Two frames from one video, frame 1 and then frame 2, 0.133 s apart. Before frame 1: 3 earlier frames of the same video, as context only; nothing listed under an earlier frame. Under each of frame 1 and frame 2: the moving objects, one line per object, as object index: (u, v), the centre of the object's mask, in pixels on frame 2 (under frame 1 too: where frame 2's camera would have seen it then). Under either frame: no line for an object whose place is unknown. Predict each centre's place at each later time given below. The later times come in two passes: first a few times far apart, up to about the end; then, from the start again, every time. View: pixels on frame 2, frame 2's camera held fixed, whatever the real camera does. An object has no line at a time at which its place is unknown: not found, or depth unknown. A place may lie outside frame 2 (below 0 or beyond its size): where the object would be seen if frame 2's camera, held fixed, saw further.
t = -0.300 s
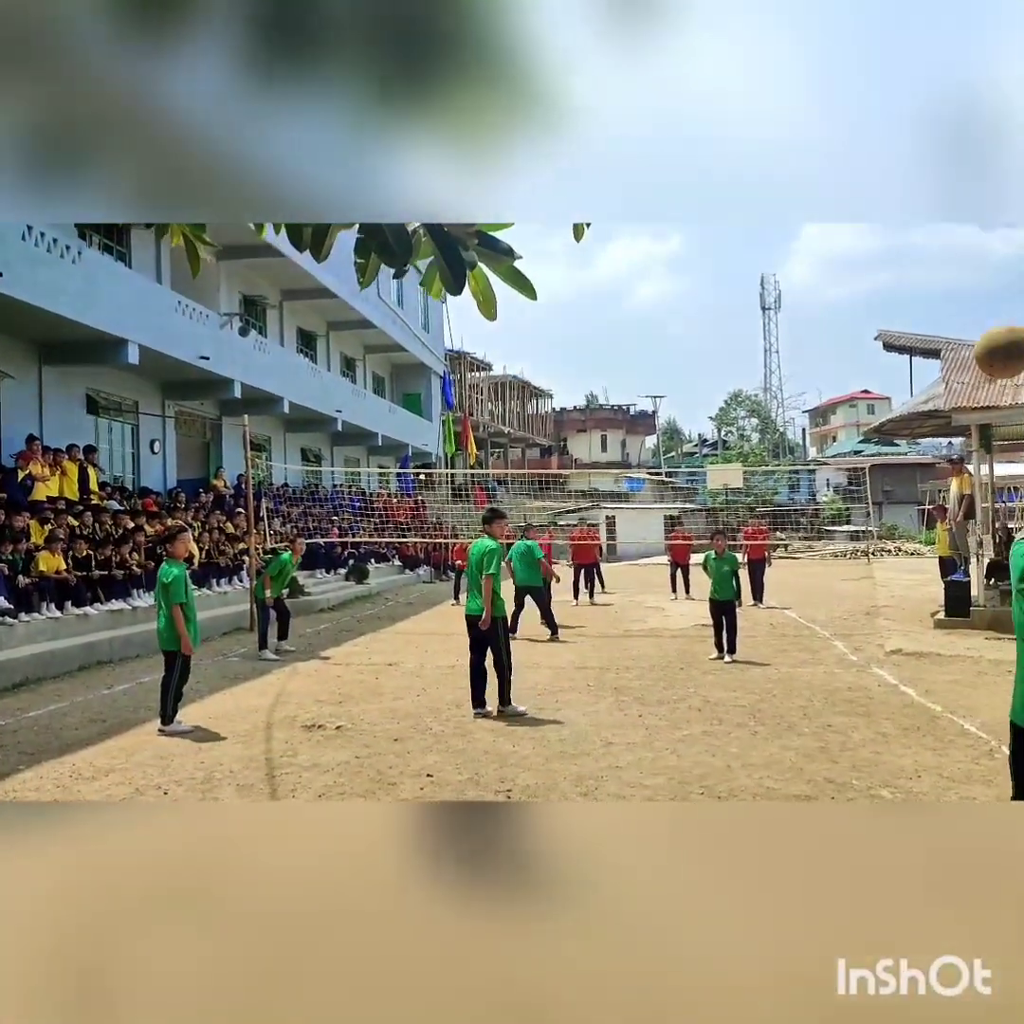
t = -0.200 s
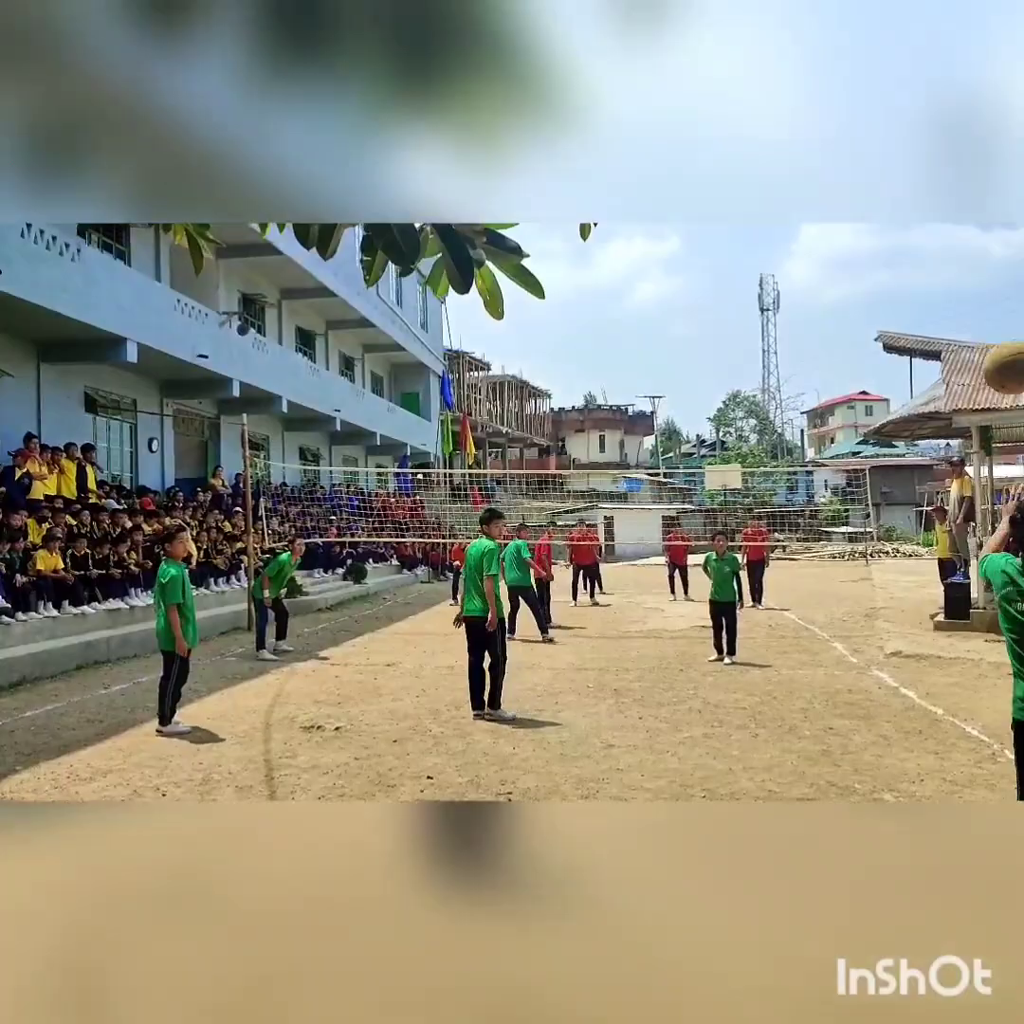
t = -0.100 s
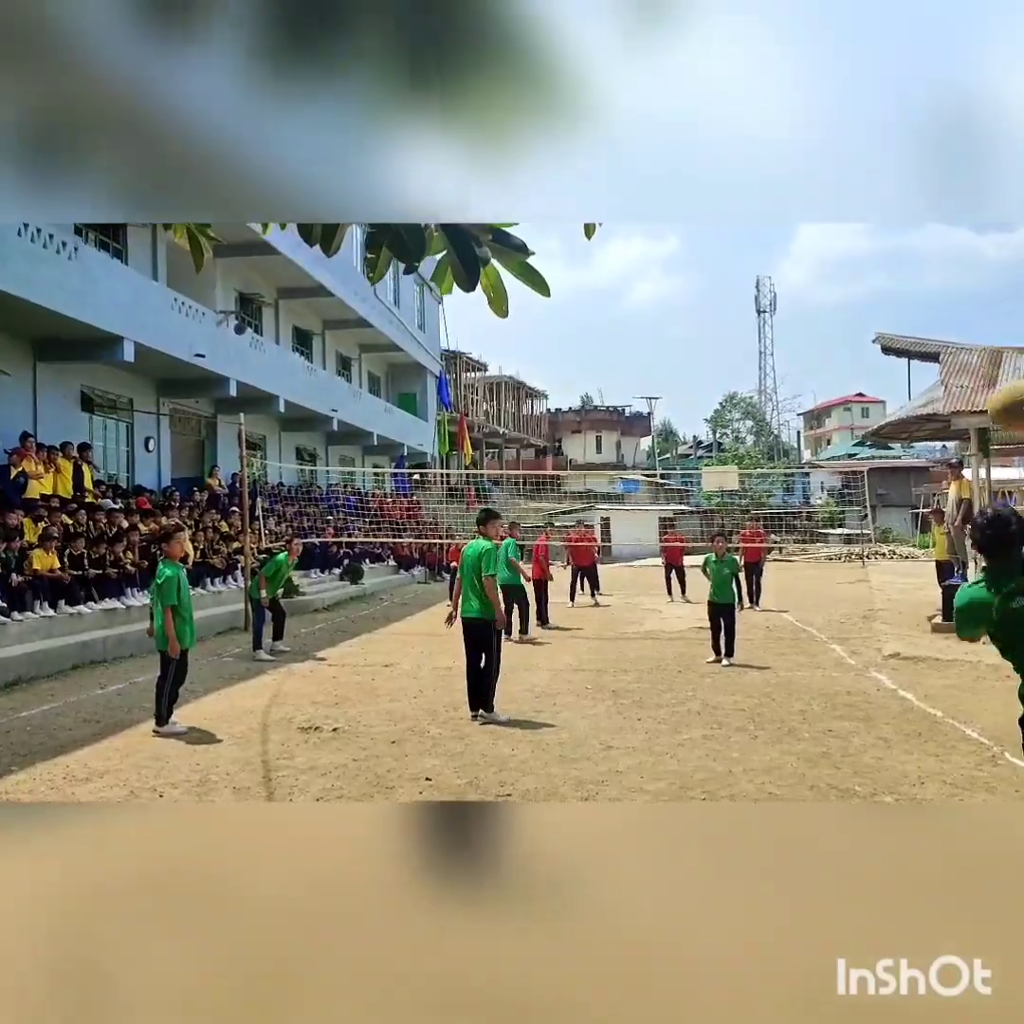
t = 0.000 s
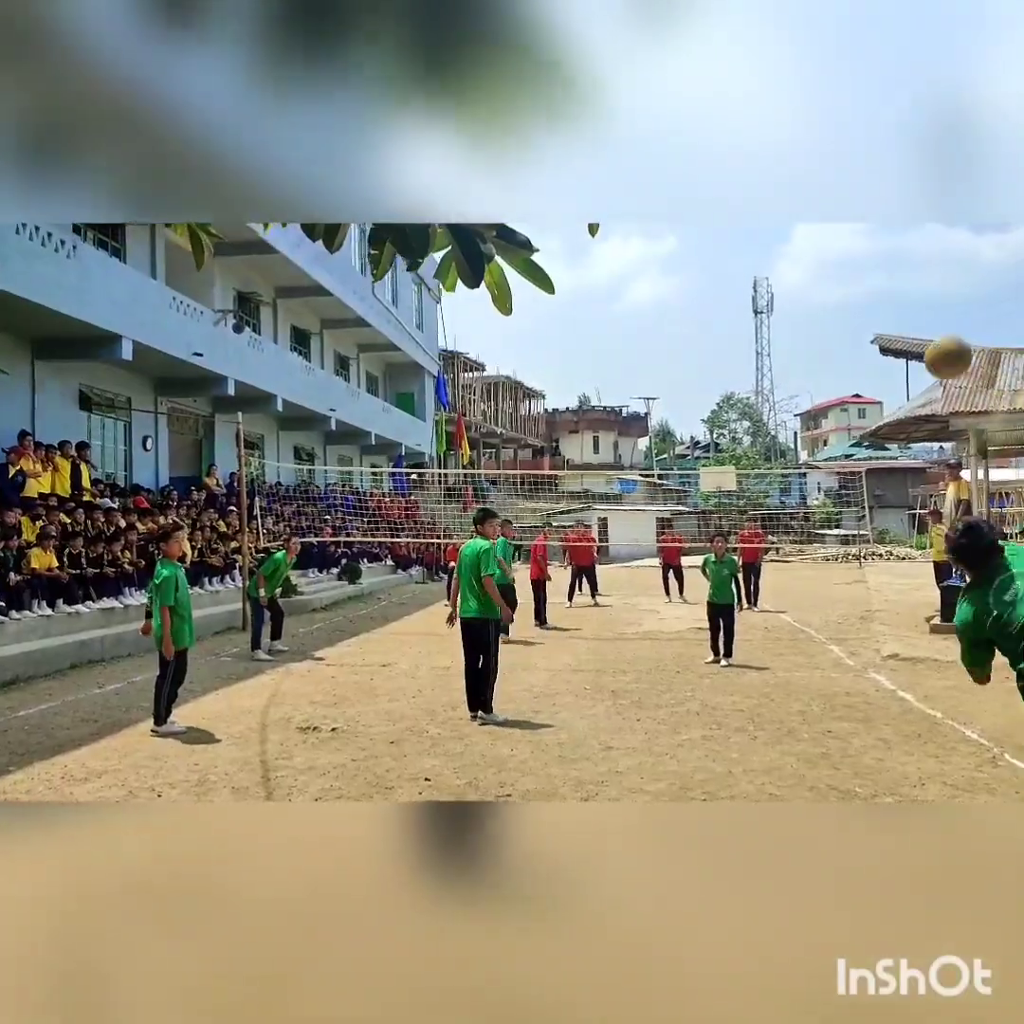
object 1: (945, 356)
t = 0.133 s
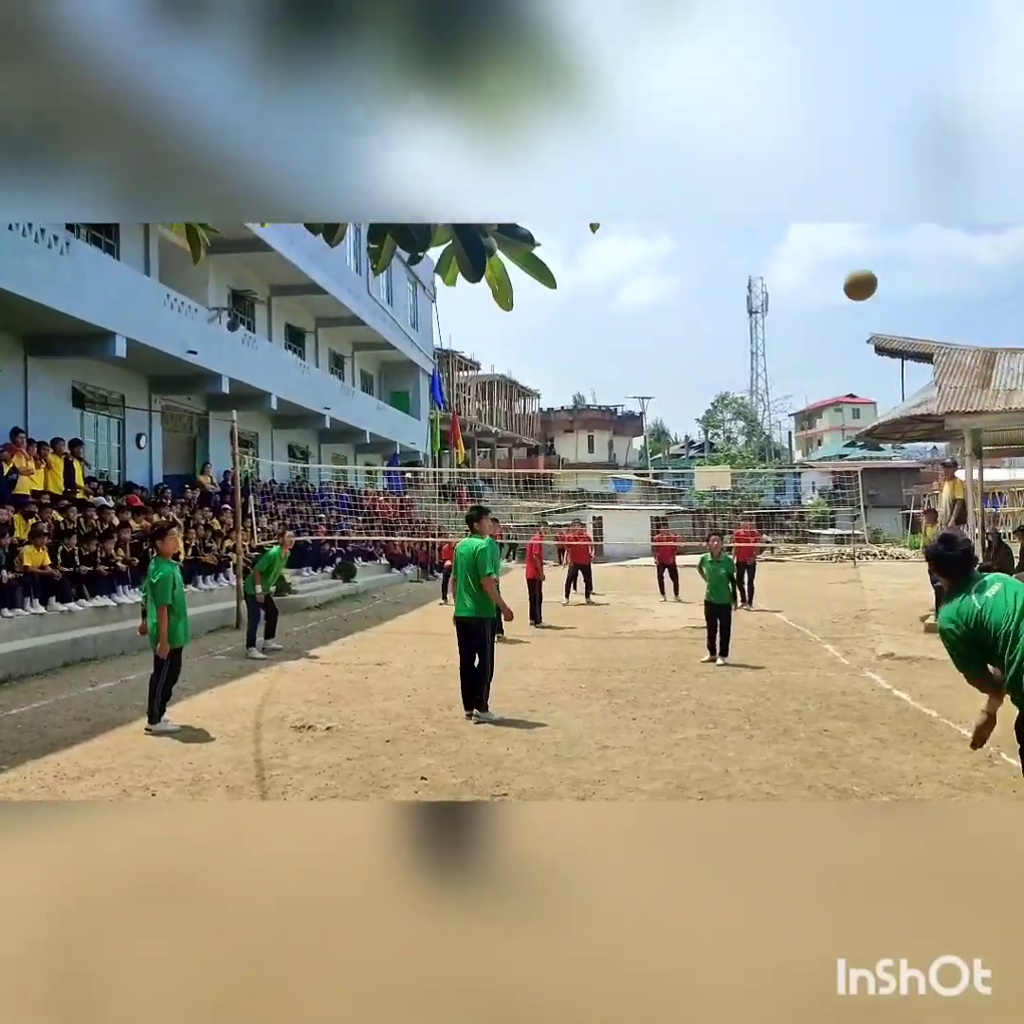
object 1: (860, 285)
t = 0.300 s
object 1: (802, 257)
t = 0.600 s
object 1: (751, 277)
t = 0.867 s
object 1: (727, 324)
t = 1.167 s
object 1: (708, 396)
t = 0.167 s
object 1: (845, 275)
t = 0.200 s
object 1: (833, 269)
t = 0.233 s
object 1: (821, 264)
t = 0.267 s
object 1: (811, 259)
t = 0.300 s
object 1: (802, 257)
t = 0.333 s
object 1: (794, 256)
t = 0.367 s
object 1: (786, 257)
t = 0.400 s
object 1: (780, 257)
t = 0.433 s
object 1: (774, 259)
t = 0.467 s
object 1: (769, 262)
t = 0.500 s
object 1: (764, 265)
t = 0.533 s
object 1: (759, 269)
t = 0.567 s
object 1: (755, 272)
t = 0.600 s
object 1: (751, 277)
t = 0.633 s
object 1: (748, 282)
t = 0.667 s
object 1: (744, 287)
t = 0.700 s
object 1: (740, 292)
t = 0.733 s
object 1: (737, 297)
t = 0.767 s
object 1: (735, 303)
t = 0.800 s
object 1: (732, 310)
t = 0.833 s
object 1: (729, 317)
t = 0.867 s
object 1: (727, 324)
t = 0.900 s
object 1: (724, 331)
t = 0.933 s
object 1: (722, 339)
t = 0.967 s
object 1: (720, 346)
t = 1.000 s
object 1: (717, 354)
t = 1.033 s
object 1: (715, 362)
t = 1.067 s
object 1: (713, 371)
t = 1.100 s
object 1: (711, 379)
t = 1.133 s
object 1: (710, 388)
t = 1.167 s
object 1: (708, 396)
